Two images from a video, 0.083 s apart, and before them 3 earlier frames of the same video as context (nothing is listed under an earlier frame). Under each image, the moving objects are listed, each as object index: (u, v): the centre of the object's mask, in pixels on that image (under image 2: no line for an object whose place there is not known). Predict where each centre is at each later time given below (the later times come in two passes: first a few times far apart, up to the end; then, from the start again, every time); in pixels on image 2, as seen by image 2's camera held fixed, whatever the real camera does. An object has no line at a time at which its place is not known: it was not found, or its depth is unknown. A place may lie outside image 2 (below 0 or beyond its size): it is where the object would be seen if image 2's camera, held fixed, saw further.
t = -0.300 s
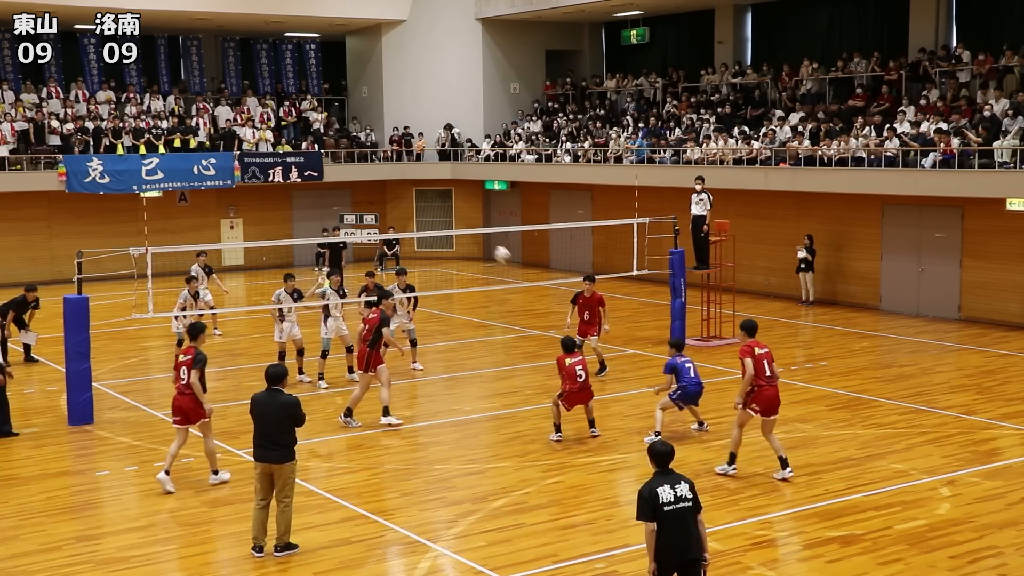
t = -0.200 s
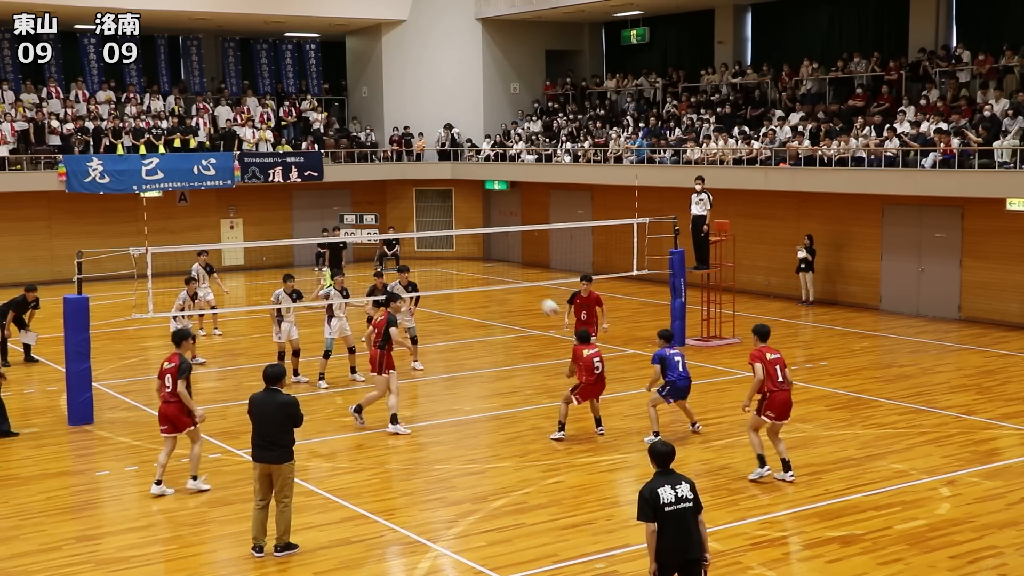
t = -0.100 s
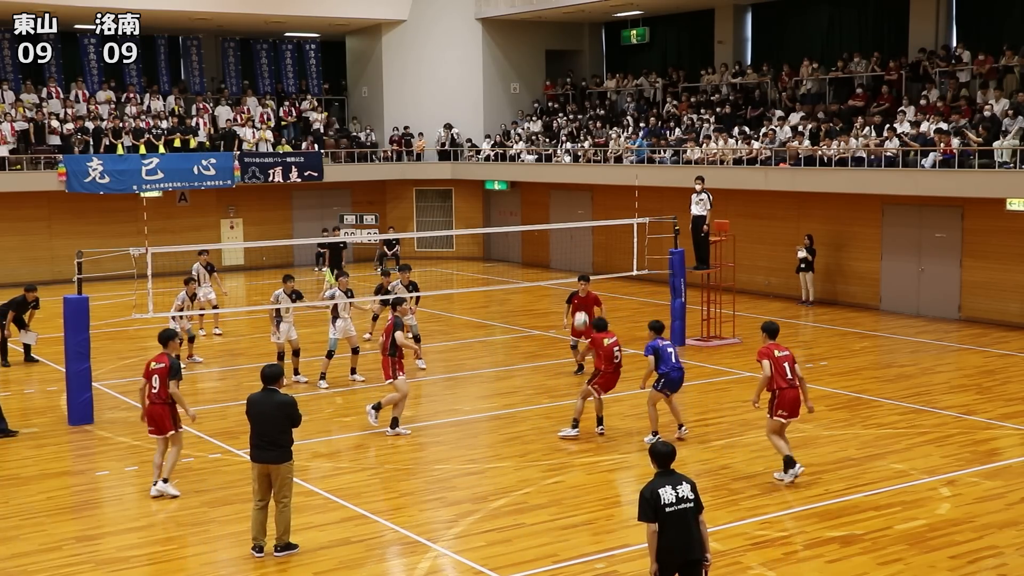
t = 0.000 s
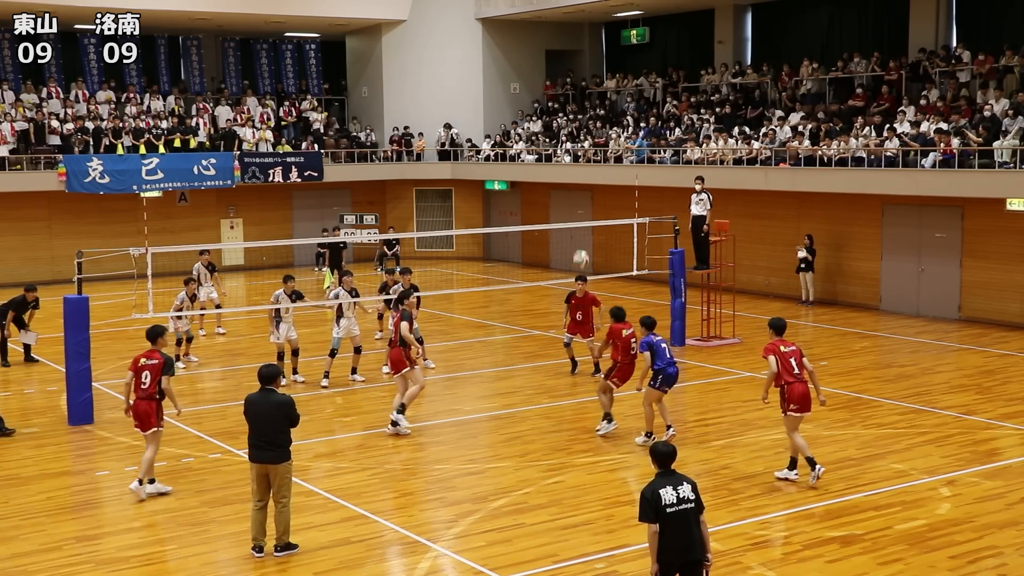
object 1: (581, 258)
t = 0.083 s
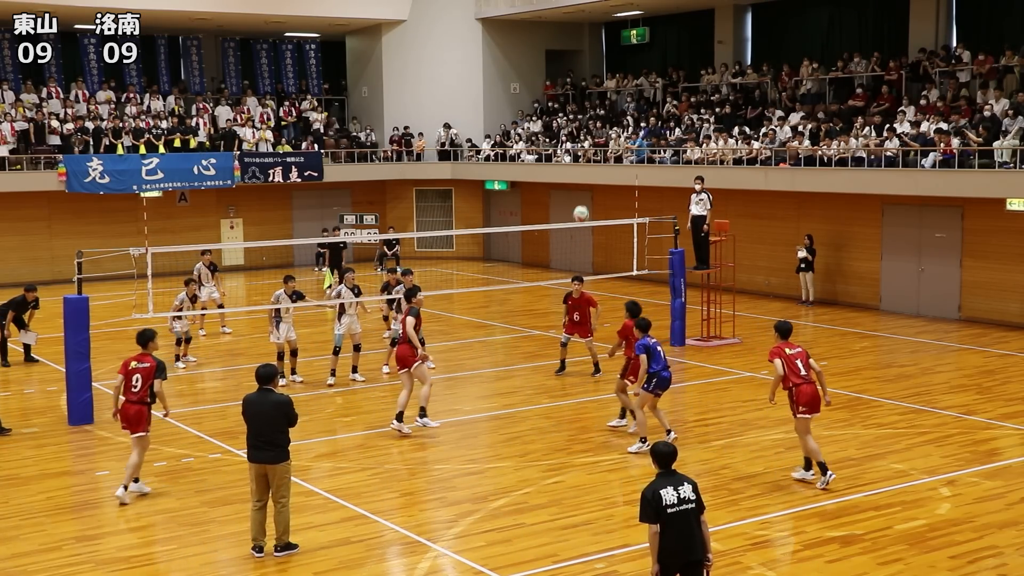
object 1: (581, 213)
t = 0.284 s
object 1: (581, 130)
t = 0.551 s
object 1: (581, 67)
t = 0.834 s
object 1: (582, 55)
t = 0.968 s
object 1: (583, 68)
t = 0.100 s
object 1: (581, 205)
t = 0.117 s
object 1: (581, 198)
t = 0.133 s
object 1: (581, 190)
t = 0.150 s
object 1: (581, 183)
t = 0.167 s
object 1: (581, 174)
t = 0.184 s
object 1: (581, 167)
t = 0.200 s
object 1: (581, 160)
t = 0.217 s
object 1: (581, 154)
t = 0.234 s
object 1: (581, 148)
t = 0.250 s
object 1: (582, 142)
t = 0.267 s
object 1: (581, 135)
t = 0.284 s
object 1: (581, 130)
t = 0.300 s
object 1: (581, 124)
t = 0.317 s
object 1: (581, 119)
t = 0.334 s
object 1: (581, 114)
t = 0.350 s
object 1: (581, 109)
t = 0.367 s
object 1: (581, 105)
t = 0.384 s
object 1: (581, 100)
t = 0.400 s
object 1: (581, 96)
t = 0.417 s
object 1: (581, 92)
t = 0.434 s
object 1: (581, 88)
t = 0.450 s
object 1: (581, 84)
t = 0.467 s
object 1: (581, 81)
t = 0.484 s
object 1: (581, 78)
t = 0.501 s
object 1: (581, 74)
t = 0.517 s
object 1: (582, 72)
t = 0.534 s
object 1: (581, 69)
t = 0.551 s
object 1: (581, 67)
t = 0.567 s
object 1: (581, 64)
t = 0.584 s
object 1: (581, 62)
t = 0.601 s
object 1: (581, 60)
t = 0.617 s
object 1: (582, 59)
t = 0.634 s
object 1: (582, 57)
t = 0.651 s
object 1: (582, 56)
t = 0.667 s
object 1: (582, 55)
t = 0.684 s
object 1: (582, 54)
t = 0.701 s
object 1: (582, 54)
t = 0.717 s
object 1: (582, 53)
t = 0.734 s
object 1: (582, 53)
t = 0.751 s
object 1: (582, 53)
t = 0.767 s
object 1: (582, 53)
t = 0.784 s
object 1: (582, 53)
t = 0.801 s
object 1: (582, 53)
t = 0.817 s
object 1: (582, 54)
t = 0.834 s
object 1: (582, 55)
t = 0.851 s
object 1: (582, 56)
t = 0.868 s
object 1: (582, 57)
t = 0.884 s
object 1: (582, 58)
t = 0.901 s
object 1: (582, 60)
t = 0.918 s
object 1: (582, 62)
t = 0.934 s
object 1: (582, 63)
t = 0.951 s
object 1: (582, 66)
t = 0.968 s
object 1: (583, 68)
